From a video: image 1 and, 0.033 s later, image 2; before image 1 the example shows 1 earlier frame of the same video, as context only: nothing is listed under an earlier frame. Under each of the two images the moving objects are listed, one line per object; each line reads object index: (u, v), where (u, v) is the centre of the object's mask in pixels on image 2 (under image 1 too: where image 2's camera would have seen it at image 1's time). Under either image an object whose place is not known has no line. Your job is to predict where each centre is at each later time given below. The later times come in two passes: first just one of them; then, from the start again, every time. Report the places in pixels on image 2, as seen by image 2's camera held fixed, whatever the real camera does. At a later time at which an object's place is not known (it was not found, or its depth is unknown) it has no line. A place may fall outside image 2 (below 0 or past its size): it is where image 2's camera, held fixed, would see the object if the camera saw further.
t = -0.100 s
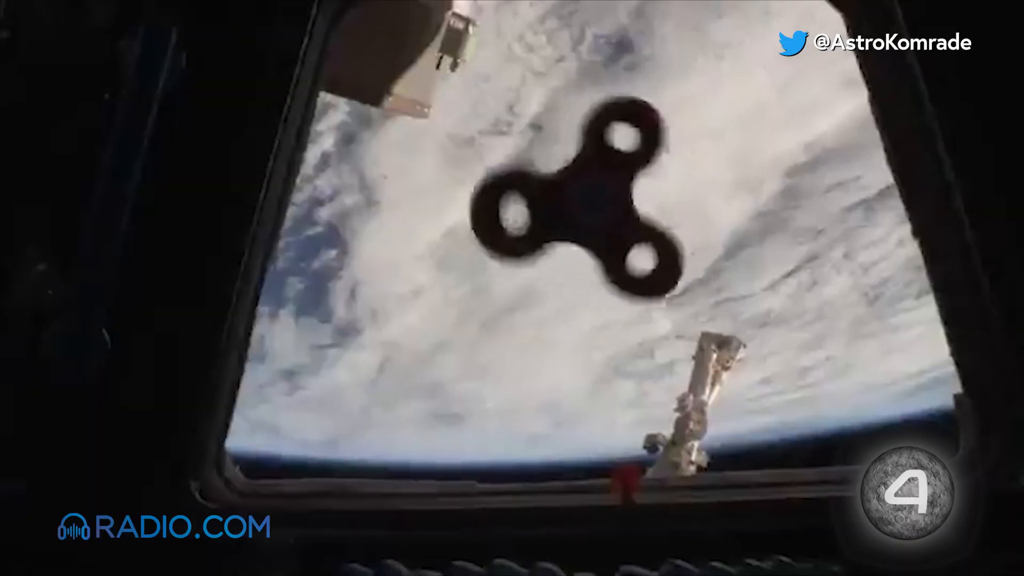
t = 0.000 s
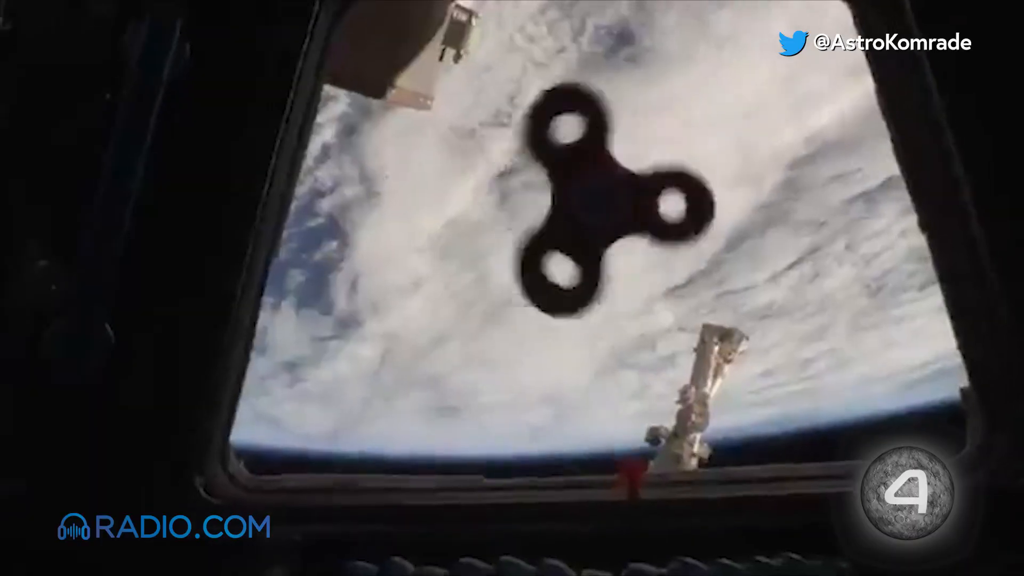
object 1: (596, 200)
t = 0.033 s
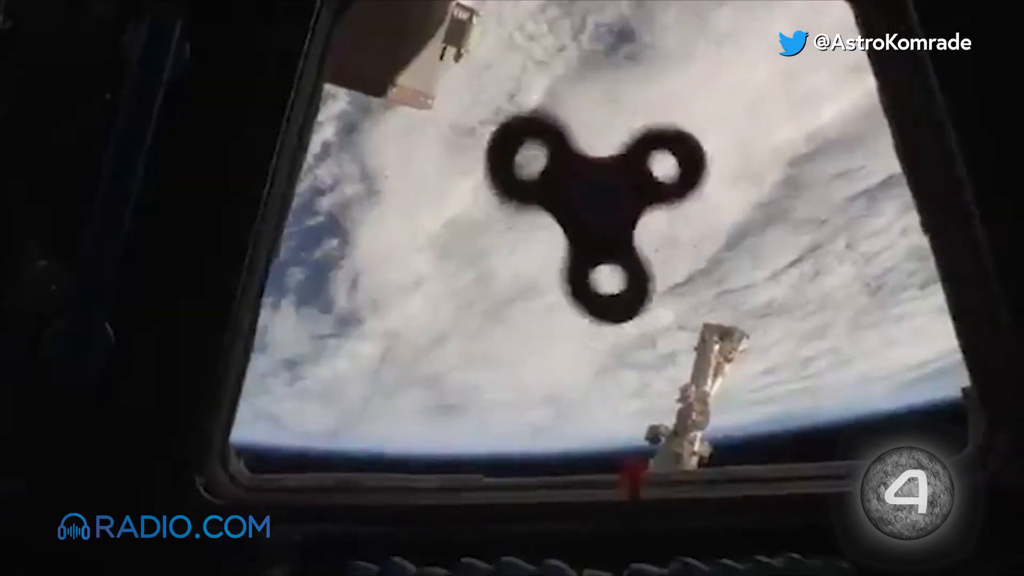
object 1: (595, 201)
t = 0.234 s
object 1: (594, 224)
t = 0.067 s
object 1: (596, 205)
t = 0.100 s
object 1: (595, 209)
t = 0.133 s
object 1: (595, 214)
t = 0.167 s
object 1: (596, 217)
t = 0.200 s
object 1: (595, 221)
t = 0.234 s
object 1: (594, 224)
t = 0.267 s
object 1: (592, 228)
